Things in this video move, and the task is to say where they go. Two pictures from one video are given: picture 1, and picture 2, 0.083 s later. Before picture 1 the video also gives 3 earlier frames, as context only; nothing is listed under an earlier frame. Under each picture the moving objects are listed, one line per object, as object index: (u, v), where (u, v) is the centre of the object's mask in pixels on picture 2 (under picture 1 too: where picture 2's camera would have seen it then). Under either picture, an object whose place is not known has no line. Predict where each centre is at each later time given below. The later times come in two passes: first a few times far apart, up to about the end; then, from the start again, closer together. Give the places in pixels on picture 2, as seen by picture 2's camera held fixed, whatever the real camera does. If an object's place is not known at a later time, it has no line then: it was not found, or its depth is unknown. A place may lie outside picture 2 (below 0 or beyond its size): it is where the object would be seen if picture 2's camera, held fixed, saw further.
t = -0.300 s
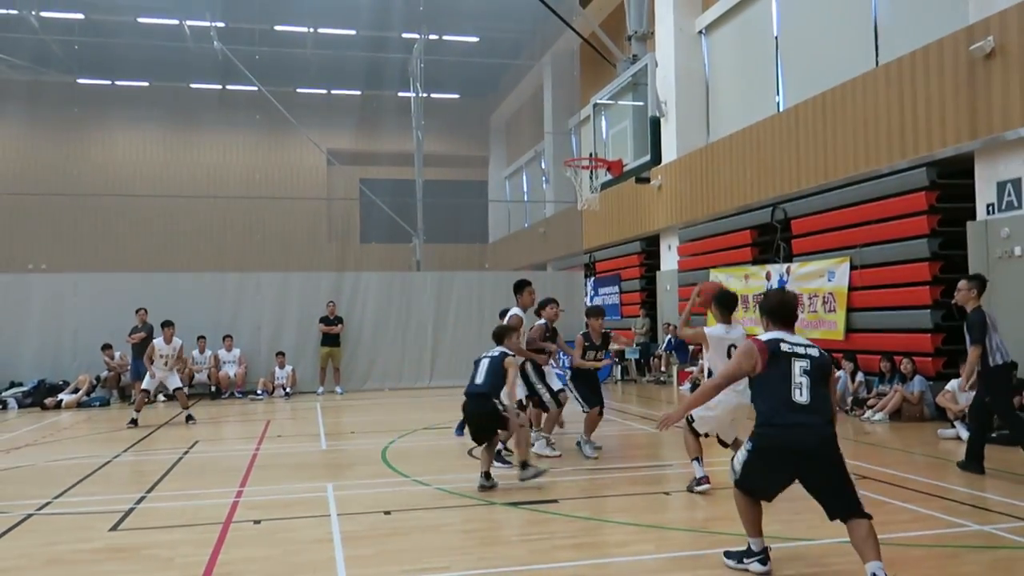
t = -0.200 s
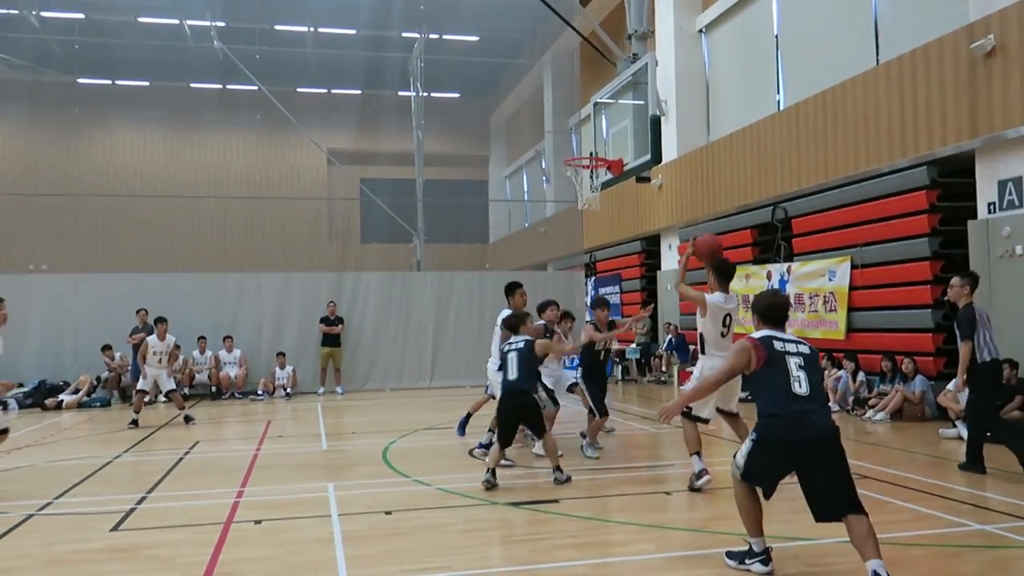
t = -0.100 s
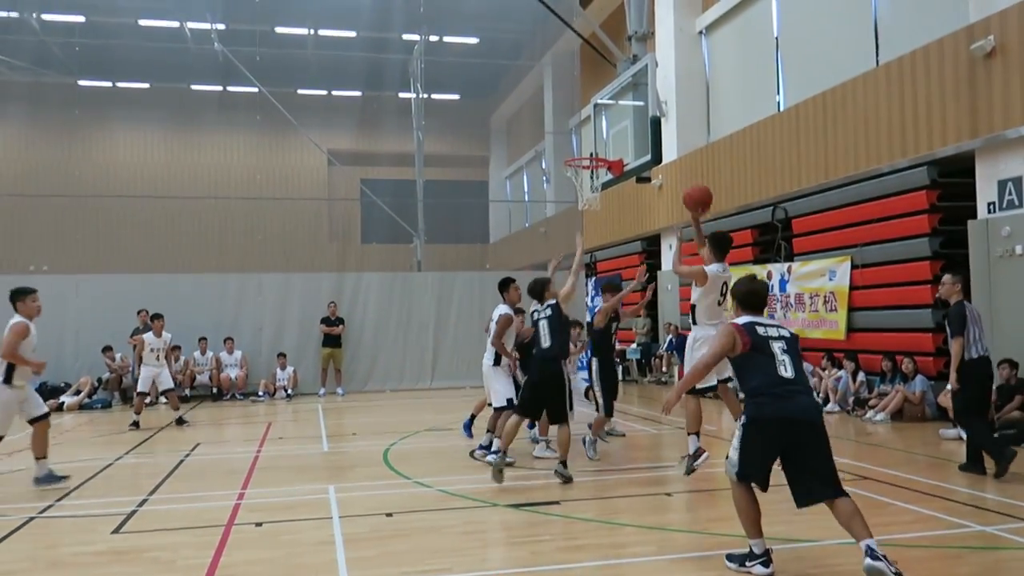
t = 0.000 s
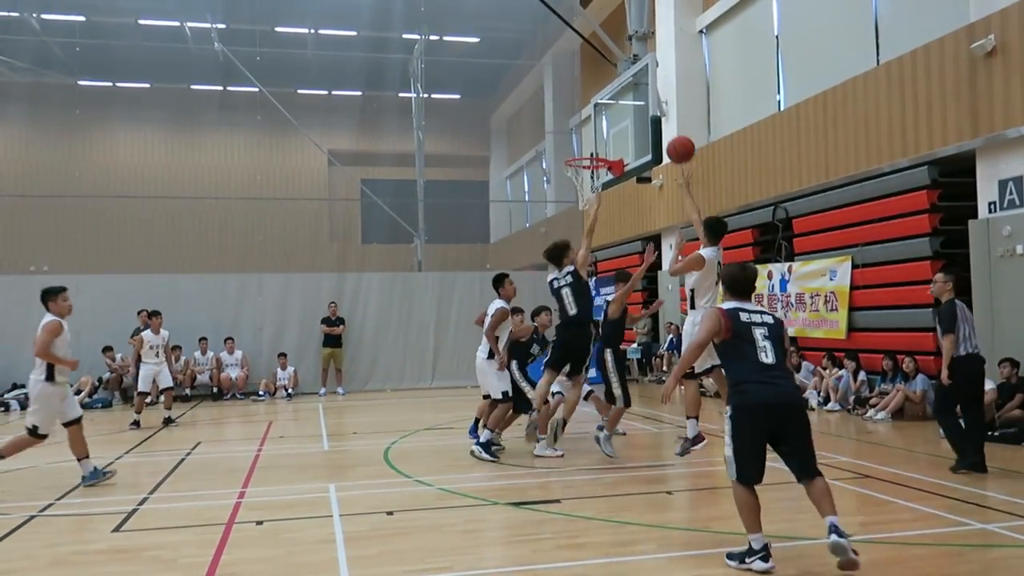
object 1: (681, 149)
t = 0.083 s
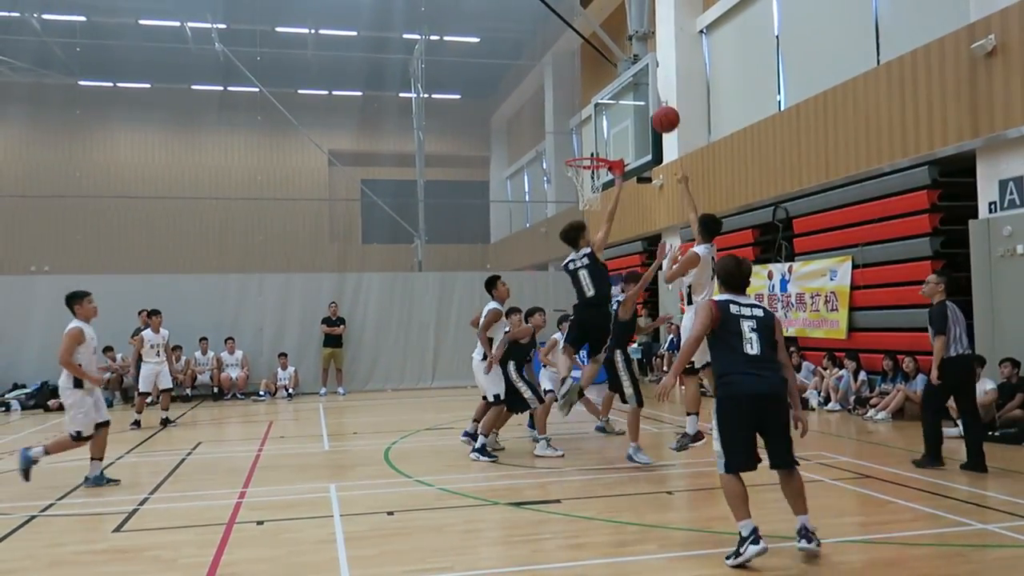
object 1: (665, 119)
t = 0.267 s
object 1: (637, 85)
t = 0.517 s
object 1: (605, 95)
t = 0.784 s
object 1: (580, 149)
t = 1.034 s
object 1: (582, 108)
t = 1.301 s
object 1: (585, 122)
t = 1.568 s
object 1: (588, 185)
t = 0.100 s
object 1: (663, 115)
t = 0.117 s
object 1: (660, 110)
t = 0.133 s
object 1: (658, 106)
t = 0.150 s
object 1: (654, 102)
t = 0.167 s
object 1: (652, 98)
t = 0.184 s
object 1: (649, 96)
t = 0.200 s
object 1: (646, 92)
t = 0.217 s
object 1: (644, 90)
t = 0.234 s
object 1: (641, 88)
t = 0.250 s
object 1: (639, 87)
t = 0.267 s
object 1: (637, 85)
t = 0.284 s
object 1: (634, 83)
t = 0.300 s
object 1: (632, 82)
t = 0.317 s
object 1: (629, 82)
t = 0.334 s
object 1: (627, 80)
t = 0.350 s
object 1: (625, 81)
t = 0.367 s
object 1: (623, 82)
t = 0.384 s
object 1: (621, 82)
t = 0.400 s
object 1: (619, 82)
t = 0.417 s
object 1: (617, 83)
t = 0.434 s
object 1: (615, 85)
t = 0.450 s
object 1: (612, 87)
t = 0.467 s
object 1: (611, 88)
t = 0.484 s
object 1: (609, 90)
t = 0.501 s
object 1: (606, 93)
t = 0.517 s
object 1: (605, 95)
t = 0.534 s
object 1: (603, 98)
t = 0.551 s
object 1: (601, 101)
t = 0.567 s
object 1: (599, 104)
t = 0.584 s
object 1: (598, 107)
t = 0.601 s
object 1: (595, 111)
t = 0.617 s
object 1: (594, 114)
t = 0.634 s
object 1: (592, 119)
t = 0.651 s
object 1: (590, 123)
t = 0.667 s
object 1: (589, 128)
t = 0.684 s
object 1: (587, 132)
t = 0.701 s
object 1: (586, 137)
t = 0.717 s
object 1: (584, 142)
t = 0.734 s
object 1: (582, 147)
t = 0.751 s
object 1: (581, 150)
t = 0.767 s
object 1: (580, 152)
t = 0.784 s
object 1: (580, 149)
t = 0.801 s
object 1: (580, 146)
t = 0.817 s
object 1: (580, 142)
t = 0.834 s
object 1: (580, 138)
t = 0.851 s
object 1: (580, 134)
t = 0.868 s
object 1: (580, 131)
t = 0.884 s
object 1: (580, 127)
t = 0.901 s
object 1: (581, 123)
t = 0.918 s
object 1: (581, 121)
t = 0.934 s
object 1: (581, 118)
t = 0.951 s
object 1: (581, 116)
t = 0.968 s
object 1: (582, 114)
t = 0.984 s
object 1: (582, 113)
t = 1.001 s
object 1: (582, 111)
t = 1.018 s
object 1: (582, 109)
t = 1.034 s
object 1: (582, 108)
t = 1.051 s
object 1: (582, 108)
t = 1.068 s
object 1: (582, 106)
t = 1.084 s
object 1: (582, 105)
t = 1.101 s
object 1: (583, 105)
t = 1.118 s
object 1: (583, 105)
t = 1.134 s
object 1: (583, 105)
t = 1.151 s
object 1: (583, 106)
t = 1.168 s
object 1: (583, 106)
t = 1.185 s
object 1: (584, 108)
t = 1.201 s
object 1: (584, 109)
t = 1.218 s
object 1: (584, 110)
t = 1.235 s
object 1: (585, 112)
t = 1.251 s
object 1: (585, 114)
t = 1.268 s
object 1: (585, 116)
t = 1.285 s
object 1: (585, 119)
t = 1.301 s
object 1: (585, 122)
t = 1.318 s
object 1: (586, 125)
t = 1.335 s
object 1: (586, 128)
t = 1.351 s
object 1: (586, 132)
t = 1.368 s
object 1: (587, 136)
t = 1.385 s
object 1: (587, 139)
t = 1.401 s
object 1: (587, 144)
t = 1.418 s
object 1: (588, 149)
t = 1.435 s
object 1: (588, 151)
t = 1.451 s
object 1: (589, 152)
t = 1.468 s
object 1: (589, 161)
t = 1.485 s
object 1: (588, 165)
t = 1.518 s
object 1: (588, 172)
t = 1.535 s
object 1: (588, 176)
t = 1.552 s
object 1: (589, 180)
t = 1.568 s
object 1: (588, 185)
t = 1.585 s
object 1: (588, 189)
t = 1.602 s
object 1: (587, 192)
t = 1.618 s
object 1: (589, 196)
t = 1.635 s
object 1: (588, 199)
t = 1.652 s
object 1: (588, 204)
